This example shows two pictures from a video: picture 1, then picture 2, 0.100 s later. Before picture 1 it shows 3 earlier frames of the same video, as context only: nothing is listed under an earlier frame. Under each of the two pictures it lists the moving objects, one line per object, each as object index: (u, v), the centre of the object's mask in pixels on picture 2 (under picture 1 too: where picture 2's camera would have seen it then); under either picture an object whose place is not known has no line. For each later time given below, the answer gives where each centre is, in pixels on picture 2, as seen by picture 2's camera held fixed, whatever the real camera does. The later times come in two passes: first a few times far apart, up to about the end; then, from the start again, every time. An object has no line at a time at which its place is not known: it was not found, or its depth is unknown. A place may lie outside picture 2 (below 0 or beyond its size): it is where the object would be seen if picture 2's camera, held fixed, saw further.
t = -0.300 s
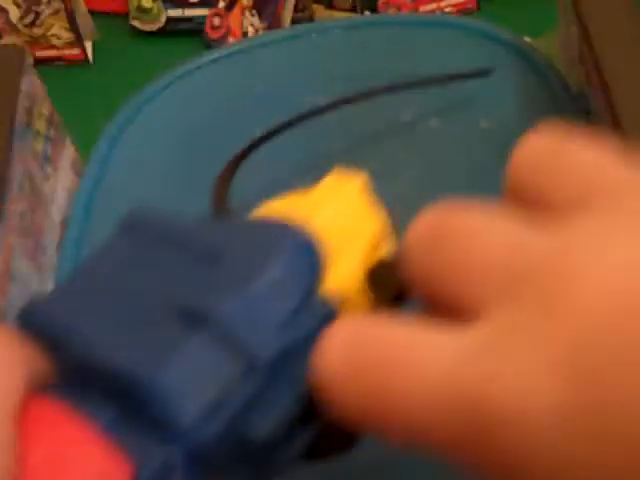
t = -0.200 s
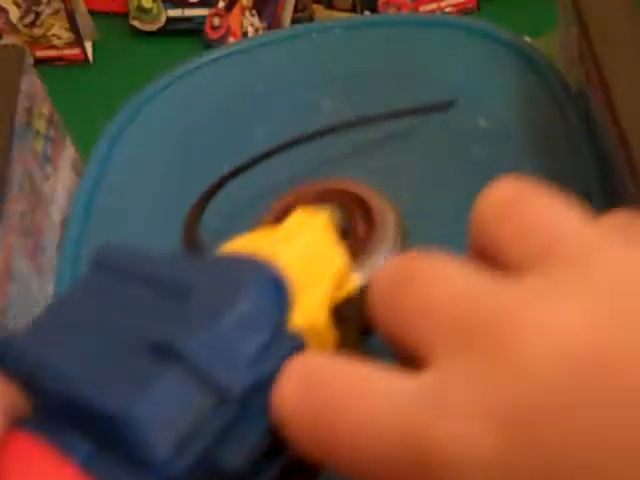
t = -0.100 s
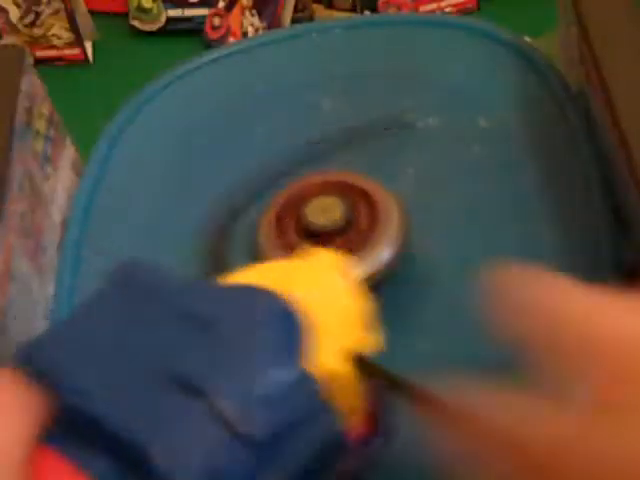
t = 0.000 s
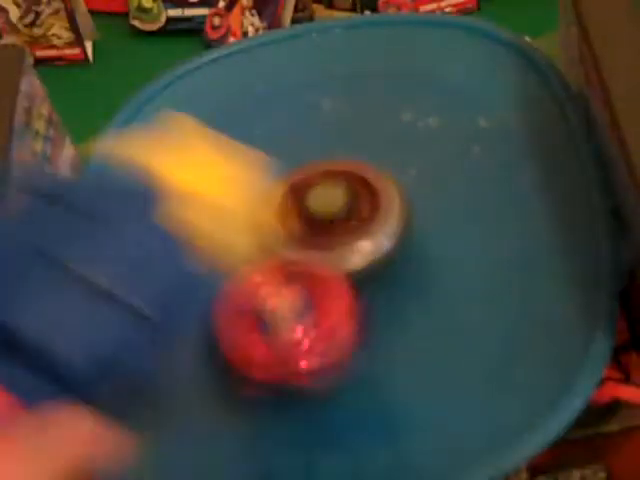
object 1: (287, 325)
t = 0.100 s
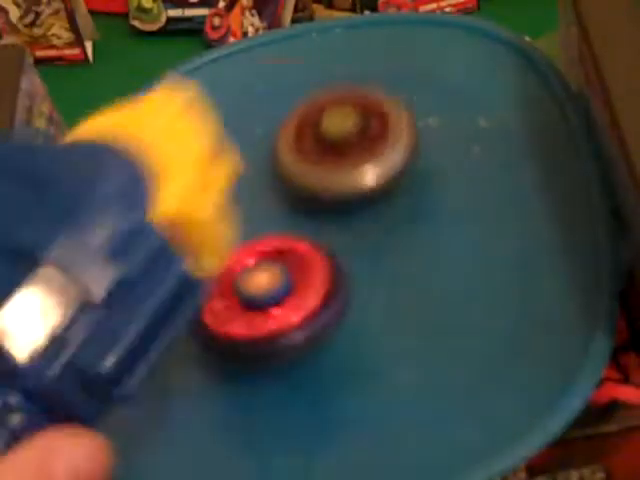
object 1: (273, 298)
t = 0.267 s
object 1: (187, 351)
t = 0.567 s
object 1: (160, 302)
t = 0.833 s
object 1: (230, 262)
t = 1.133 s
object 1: (378, 193)
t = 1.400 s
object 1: (252, 245)
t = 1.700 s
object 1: (312, 289)
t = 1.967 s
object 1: (544, 264)
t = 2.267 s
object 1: (232, 275)
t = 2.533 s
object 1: (242, 380)
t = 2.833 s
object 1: (201, 252)
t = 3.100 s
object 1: (211, 215)
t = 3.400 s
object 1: (270, 85)
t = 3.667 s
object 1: (222, 114)
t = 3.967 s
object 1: (409, 80)
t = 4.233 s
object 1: (390, 70)
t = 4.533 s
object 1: (434, 140)
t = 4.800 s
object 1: (367, 175)
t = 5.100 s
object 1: (303, 309)
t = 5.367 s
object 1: (338, 266)
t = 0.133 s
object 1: (265, 304)
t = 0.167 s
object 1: (242, 310)
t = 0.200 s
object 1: (220, 321)
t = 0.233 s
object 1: (199, 336)
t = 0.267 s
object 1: (187, 351)
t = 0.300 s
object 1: (187, 361)
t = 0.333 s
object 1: (202, 359)
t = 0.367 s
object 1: (225, 349)
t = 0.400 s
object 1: (238, 330)
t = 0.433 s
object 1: (235, 311)
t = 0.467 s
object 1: (220, 297)
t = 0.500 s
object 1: (200, 291)
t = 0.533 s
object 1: (178, 293)
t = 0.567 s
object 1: (160, 302)
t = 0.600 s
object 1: (149, 315)
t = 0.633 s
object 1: (148, 324)
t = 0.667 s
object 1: (158, 329)
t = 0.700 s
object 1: (176, 325)
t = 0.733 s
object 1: (196, 316)
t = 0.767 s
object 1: (213, 296)
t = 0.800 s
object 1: (222, 277)
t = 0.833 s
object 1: (230, 262)
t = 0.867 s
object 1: (242, 252)
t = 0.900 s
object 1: (256, 265)
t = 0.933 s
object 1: (272, 293)
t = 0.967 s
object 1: (299, 303)
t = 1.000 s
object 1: (332, 296)
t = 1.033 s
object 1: (362, 276)
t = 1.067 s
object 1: (380, 249)
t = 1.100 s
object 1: (385, 219)
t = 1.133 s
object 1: (378, 193)
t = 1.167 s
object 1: (359, 170)
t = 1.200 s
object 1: (332, 155)
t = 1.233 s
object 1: (298, 154)
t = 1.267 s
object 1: (271, 159)
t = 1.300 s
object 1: (251, 178)
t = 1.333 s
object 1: (242, 200)
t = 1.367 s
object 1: (241, 221)
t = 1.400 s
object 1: (252, 245)
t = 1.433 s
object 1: (273, 256)
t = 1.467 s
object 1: (304, 253)
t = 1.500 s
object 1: (332, 238)
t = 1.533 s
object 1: (351, 217)
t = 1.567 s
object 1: (356, 186)
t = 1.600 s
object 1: (343, 160)
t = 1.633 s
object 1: (323, 157)
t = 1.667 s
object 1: (315, 225)
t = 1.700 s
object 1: (312, 289)
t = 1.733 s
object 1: (322, 331)
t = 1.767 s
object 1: (348, 353)
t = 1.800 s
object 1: (388, 364)
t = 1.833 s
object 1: (432, 366)
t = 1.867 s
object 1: (481, 357)
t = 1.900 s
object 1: (528, 338)
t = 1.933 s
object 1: (553, 305)
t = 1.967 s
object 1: (544, 264)
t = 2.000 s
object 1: (522, 233)
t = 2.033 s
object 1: (489, 213)
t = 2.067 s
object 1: (448, 201)
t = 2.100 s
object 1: (407, 198)
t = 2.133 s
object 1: (364, 203)
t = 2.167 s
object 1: (322, 211)
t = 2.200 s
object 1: (287, 226)
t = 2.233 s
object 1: (258, 248)
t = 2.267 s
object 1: (232, 275)
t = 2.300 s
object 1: (206, 301)
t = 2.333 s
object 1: (181, 326)
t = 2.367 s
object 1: (164, 353)
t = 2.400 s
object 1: (157, 373)
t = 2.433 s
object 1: (168, 391)
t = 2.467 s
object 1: (189, 398)
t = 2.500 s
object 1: (218, 395)
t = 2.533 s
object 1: (242, 380)
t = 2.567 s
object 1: (260, 360)
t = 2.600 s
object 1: (271, 338)
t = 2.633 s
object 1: (275, 314)
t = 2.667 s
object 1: (268, 297)
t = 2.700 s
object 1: (255, 281)
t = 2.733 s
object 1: (242, 271)
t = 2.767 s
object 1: (226, 264)
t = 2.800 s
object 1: (214, 256)
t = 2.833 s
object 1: (201, 252)
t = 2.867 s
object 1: (194, 246)
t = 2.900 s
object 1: (186, 245)
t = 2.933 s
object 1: (182, 240)
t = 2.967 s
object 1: (180, 239)
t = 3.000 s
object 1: (181, 233)
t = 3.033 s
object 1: (186, 229)
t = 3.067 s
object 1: (197, 222)
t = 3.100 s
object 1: (211, 215)
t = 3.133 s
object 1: (226, 206)
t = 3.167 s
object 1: (241, 195)
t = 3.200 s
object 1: (254, 182)
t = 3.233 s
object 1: (265, 166)
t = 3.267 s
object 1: (273, 149)
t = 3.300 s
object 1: (278, 131)
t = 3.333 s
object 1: (281, 114)
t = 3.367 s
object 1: (278, 98)
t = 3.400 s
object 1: (270, 85)
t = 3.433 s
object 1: (259, 78)
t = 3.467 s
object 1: (247, 71)
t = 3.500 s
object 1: (235, 68)
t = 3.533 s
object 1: (222, 71)
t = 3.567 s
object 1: (209, 78)
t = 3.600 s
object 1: (206, 89)
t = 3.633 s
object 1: (207, 105)
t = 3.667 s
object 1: (222, 114)
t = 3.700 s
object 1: (240, 121)
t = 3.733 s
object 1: (262, 128)
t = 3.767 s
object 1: (285, 131)
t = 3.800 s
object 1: (310, 131)
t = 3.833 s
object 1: (334, 125)
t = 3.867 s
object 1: (357, 117)
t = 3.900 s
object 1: (377, 108)
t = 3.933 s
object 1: (395, 91)
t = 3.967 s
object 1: (409, 80)
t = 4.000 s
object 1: (417, 73)
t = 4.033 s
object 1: (423, 58)
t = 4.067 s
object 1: (423, 51)
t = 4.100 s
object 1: (418, 51)
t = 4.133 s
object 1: (411, 47)
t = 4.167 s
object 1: (401, 53)
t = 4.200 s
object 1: (395, 60)
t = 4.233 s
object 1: (390, 70)
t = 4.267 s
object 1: (387, 80)
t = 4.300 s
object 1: (384, 93)
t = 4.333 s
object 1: (386, 109)
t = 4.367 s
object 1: (394, 117)
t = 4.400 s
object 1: (404, 124)
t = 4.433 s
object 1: (412, 133)
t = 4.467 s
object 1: (421, 138)
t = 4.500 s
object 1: (429, 140)
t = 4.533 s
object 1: (434, 140)
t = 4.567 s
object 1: (437, 139)
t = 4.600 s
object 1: (437, 138)
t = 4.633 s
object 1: (433, 139)
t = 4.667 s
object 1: (425, 143)
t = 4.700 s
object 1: (414, 148)
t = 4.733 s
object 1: (399, 156)
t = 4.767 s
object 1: (385, 161)
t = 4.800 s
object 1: (367, 175)
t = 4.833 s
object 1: (348, 188)
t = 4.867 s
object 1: (328, 201)
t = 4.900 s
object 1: (314, 217)
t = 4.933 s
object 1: (305, 234)
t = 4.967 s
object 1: (302, 252)
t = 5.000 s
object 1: (299, 270)
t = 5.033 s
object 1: (298, 283)
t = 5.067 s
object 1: (300, 297)
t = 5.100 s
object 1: (303, 309)
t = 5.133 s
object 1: (312, 316)
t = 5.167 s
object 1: (322, 318)
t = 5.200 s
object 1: (334, 315)
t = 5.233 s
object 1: (344, 309)
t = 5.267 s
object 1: (348, 300)
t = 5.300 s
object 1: (348, 289)
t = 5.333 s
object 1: (345, 277)
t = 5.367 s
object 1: (338, 266)
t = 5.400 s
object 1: (330, 255)
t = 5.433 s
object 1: (320, 243)
